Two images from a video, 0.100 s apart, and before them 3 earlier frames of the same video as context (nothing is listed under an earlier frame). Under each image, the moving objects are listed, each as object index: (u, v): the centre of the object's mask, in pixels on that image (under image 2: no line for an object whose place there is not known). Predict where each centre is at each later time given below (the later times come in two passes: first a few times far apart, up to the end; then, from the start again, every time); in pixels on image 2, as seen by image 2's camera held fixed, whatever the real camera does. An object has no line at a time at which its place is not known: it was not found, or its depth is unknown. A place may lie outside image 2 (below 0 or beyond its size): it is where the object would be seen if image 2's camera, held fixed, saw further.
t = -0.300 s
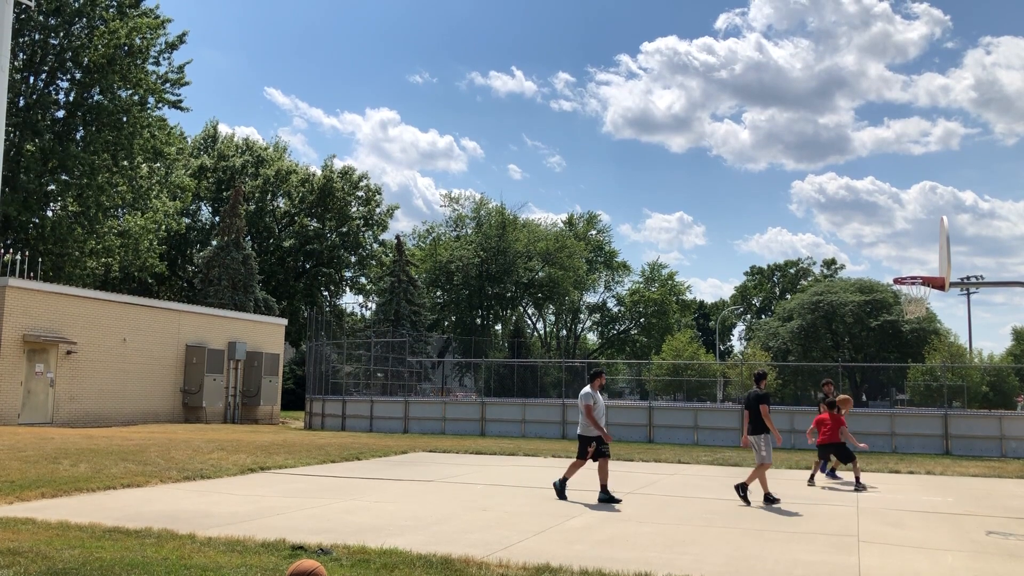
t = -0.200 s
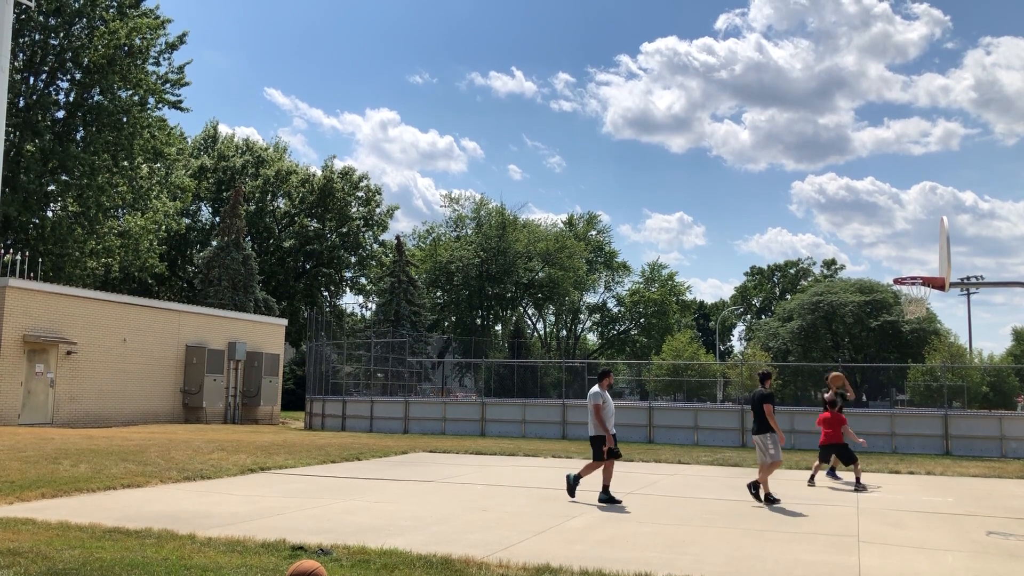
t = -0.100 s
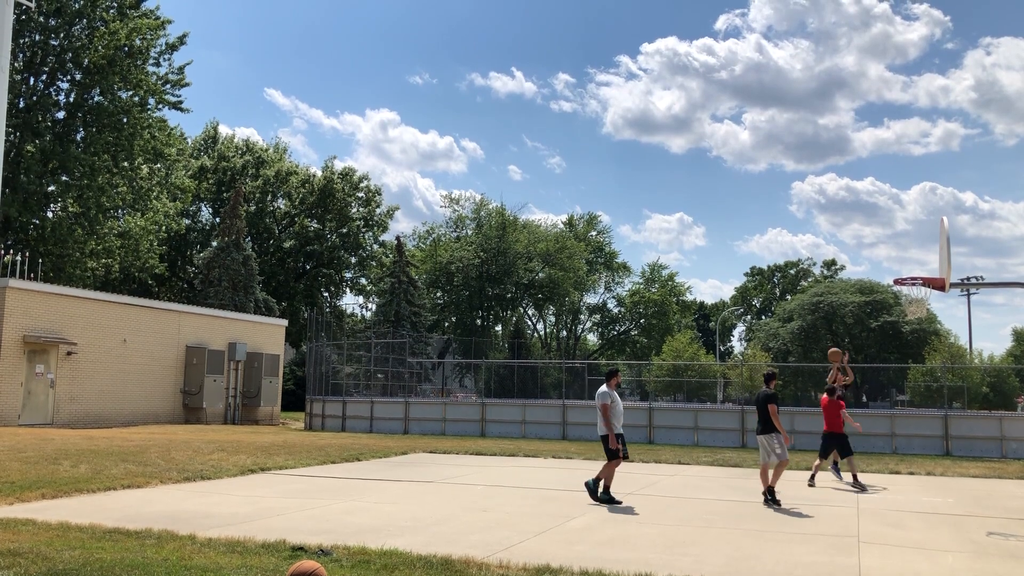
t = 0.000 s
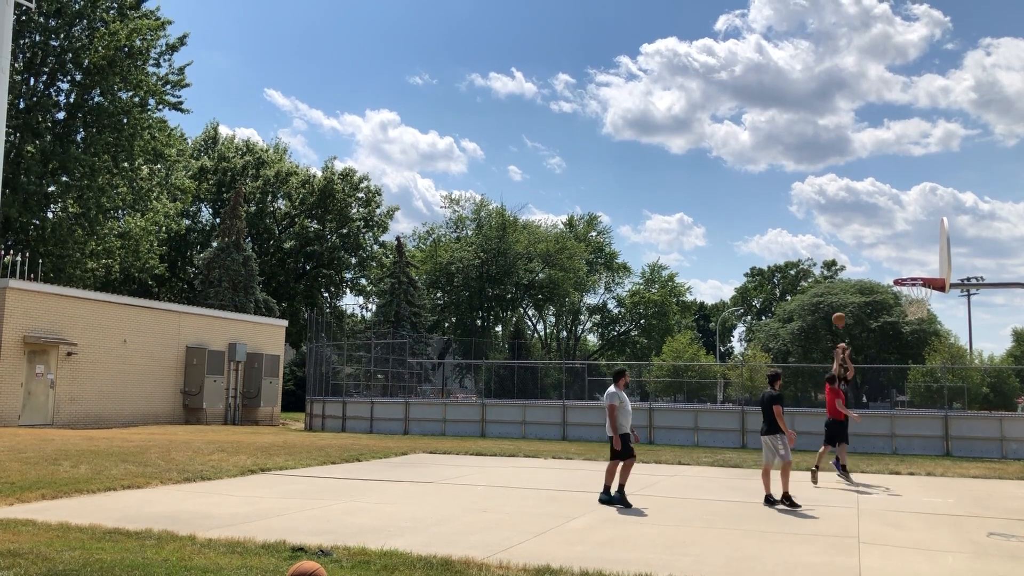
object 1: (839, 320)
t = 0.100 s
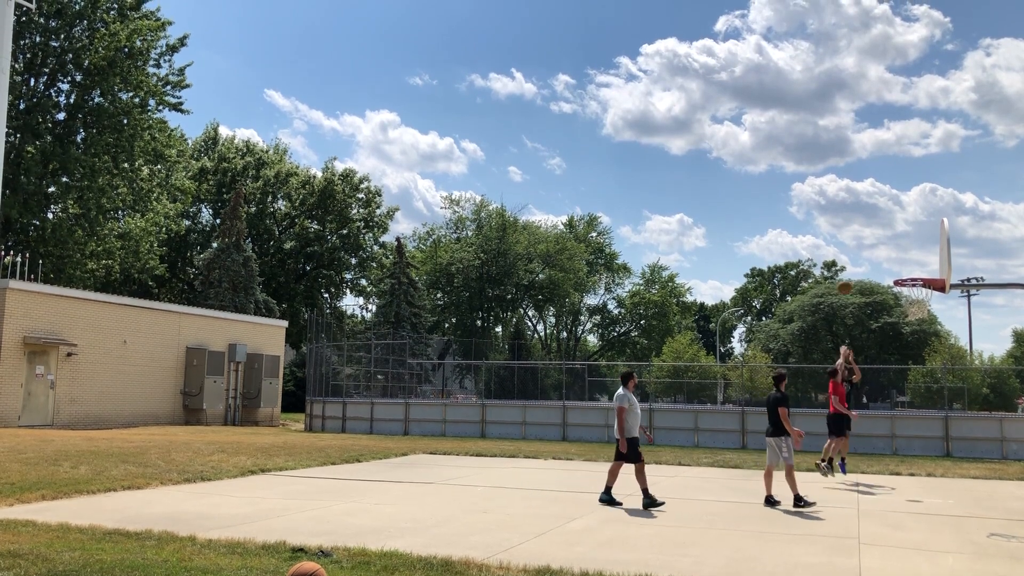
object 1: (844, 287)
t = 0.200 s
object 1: (850, 259)
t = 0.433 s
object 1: (865, 214)
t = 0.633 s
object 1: (880, 199)
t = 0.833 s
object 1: (899, 208)
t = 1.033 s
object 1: (921, 246)
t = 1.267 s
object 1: (921, 275)
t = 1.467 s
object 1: (902, 294)
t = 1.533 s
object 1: (896, 304)
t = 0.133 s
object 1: (846, 278)
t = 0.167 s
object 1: (848, 268)
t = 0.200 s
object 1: (850, 259)
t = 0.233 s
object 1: (852, 251)
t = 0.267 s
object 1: (854, 244)
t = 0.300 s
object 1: (856, 236)
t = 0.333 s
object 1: (858, 230)
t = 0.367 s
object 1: (860, 224)
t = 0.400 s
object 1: (863, 219)
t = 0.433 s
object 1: (865, 214)
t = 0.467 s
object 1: (868, 210)
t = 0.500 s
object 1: (870, 206)
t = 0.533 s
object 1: (872, 203)
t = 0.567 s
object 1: (875, 201)
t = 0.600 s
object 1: (878, 200)
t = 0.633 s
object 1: (880, 199)
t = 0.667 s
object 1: (884, 198)
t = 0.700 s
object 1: (886, 199)
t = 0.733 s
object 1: (889, 200)
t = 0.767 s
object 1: (893, 202)
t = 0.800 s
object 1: (896, 205)
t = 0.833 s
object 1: (899, 208)
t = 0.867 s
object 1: (902, 213)
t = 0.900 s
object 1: (906, 218)
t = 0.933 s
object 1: (910, 224)
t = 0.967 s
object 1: (914, 230)
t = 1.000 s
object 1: (917, 238)
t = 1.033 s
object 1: (921, 246)
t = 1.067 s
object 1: (925, 256)
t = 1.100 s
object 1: (930, 266)
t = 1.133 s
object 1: (934, 274)
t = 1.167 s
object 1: (932, 274)
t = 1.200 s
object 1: (928, 273)
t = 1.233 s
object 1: (924, 273)
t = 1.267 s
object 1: (921, 275)
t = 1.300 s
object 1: (917, 275)
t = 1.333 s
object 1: (914, 275)
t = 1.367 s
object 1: (912, 277)
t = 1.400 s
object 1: (907, 288)
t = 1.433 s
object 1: (905, 290)
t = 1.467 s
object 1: (902, 294)
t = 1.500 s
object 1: (899, 299)
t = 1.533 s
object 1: (896, 304)
